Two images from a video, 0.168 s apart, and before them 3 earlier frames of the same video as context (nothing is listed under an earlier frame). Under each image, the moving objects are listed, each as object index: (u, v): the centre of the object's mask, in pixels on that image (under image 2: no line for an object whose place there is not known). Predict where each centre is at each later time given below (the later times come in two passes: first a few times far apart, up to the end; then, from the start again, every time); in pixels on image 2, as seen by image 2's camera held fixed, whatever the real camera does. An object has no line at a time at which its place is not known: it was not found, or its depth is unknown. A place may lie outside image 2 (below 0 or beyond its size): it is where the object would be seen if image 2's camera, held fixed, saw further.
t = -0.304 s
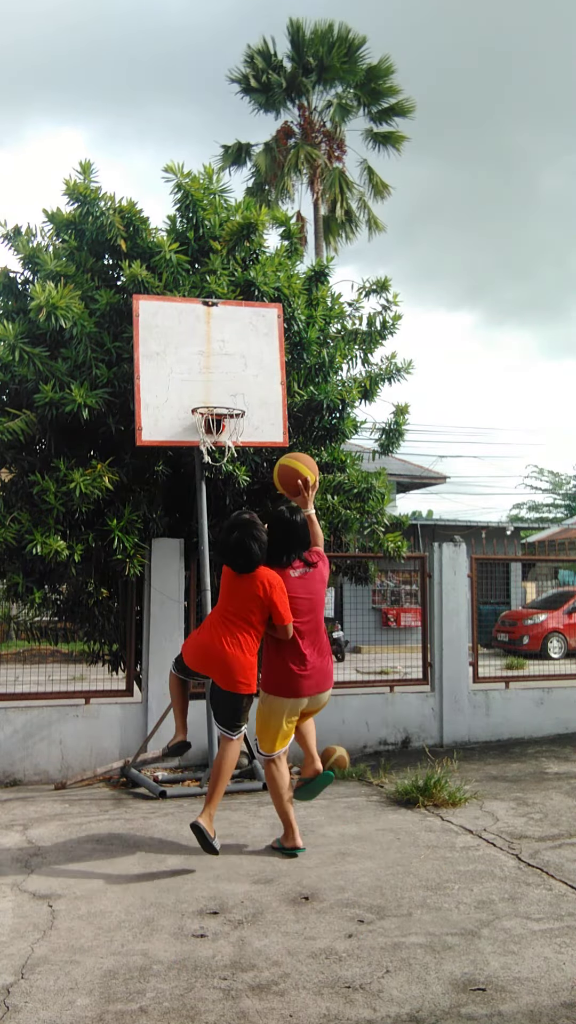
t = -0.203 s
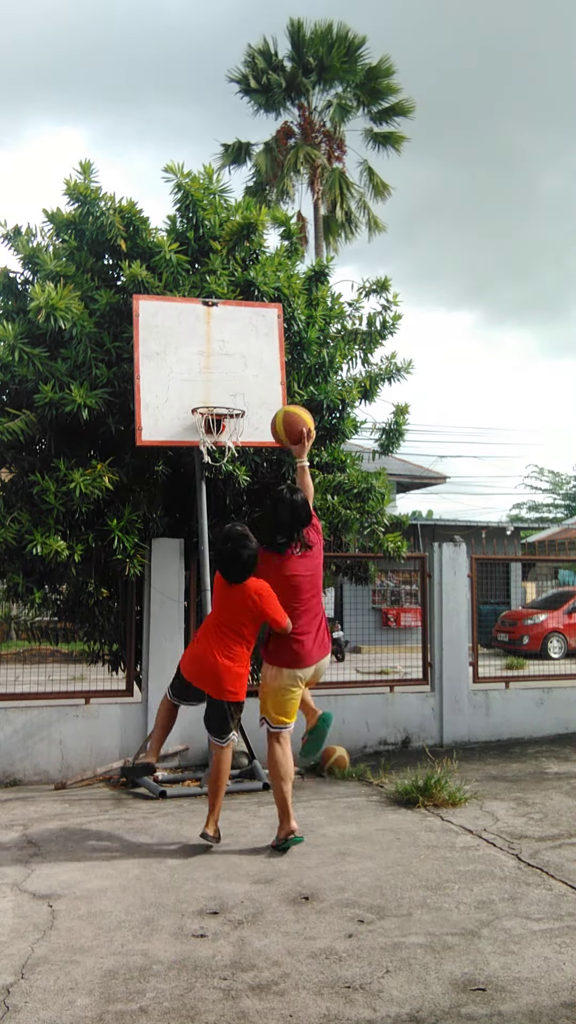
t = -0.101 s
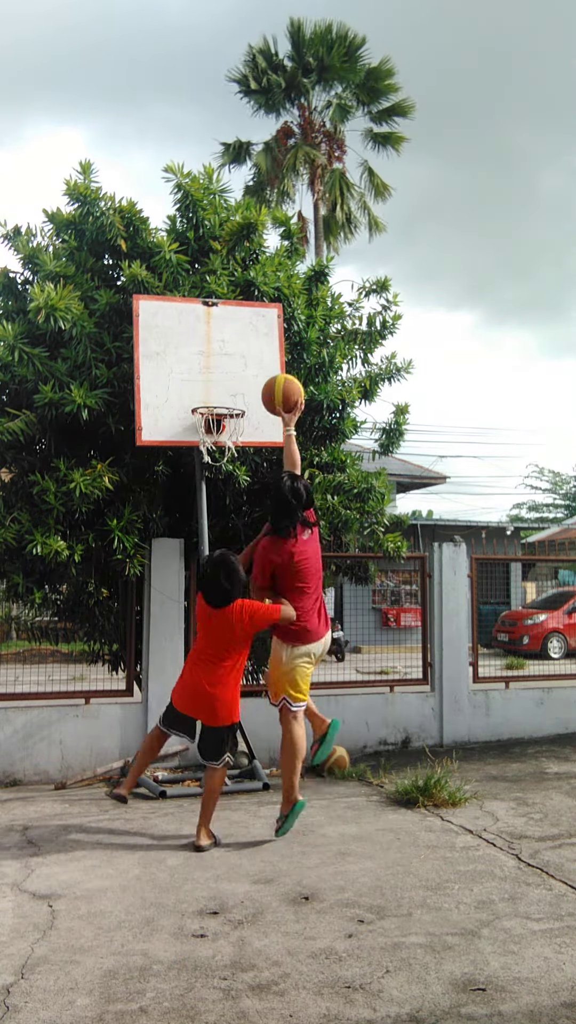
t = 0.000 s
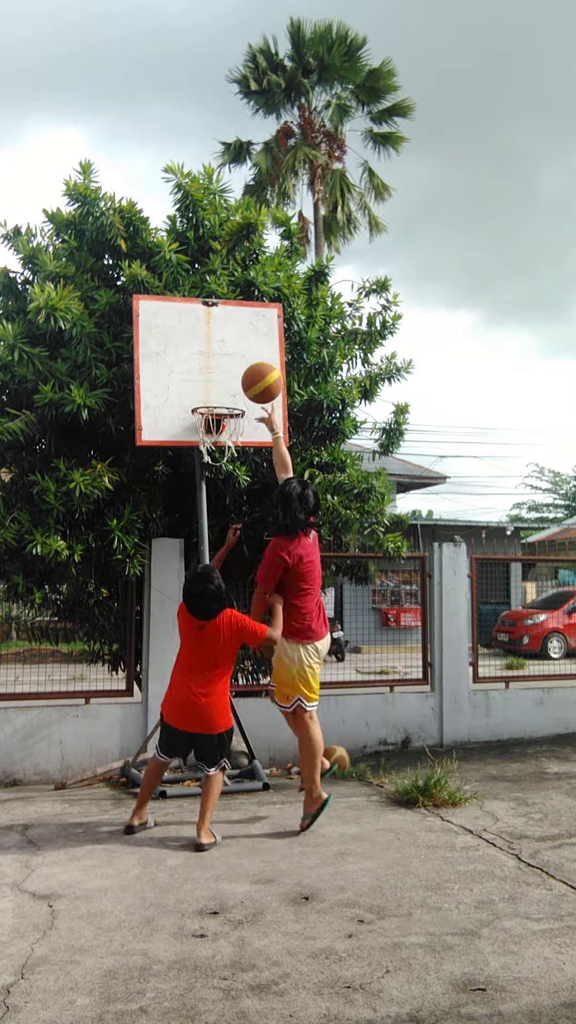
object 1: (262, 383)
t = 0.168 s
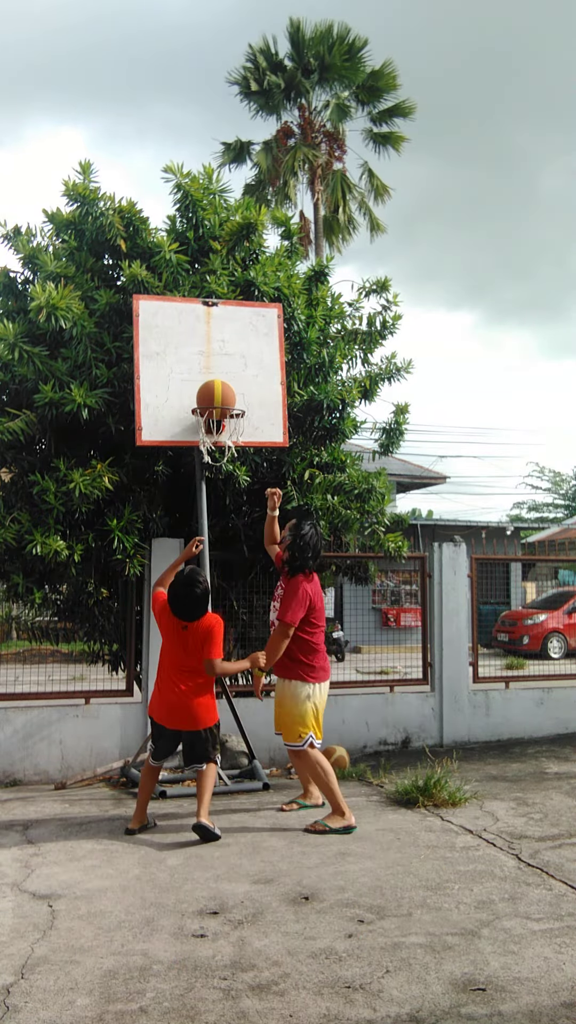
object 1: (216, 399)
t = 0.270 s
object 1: (224, 410)
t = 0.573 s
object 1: (200, 480)
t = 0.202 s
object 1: (214, 404)
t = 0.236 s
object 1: (220, 407)
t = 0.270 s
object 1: (224, 410)
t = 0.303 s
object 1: (223, 413)
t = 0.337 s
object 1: (220, 416)
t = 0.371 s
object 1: (217, 420)
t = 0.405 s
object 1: (214, 425)
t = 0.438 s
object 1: (211, 433)
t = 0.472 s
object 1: (209, 442)
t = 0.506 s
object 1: (206, 453)
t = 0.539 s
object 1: (203, 465)
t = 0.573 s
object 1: (200, 480)
